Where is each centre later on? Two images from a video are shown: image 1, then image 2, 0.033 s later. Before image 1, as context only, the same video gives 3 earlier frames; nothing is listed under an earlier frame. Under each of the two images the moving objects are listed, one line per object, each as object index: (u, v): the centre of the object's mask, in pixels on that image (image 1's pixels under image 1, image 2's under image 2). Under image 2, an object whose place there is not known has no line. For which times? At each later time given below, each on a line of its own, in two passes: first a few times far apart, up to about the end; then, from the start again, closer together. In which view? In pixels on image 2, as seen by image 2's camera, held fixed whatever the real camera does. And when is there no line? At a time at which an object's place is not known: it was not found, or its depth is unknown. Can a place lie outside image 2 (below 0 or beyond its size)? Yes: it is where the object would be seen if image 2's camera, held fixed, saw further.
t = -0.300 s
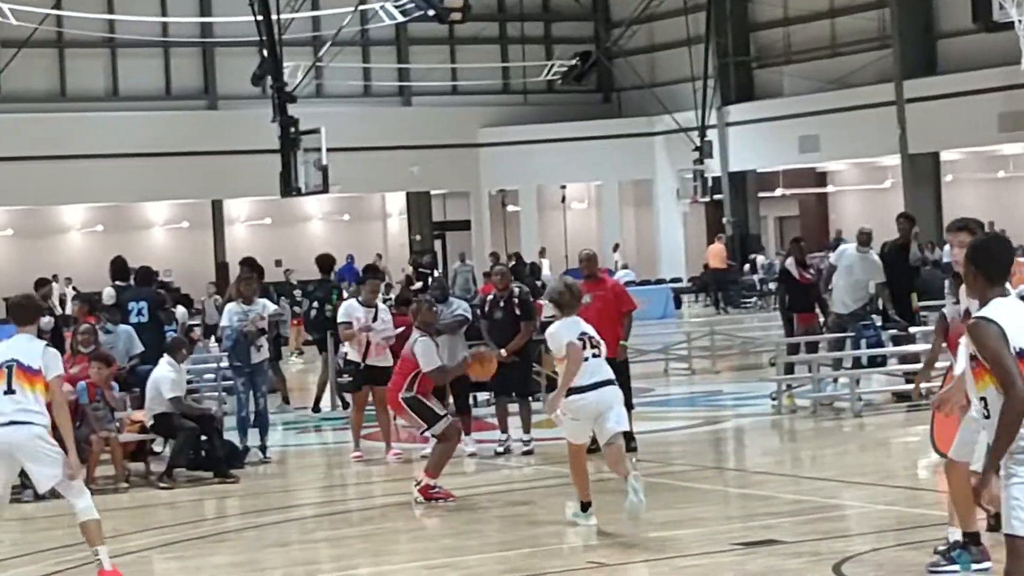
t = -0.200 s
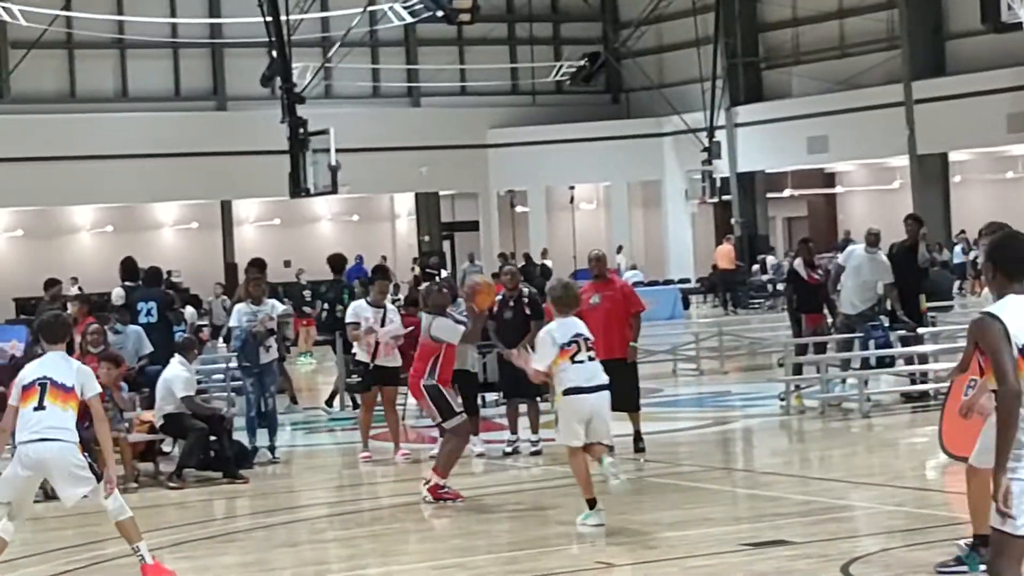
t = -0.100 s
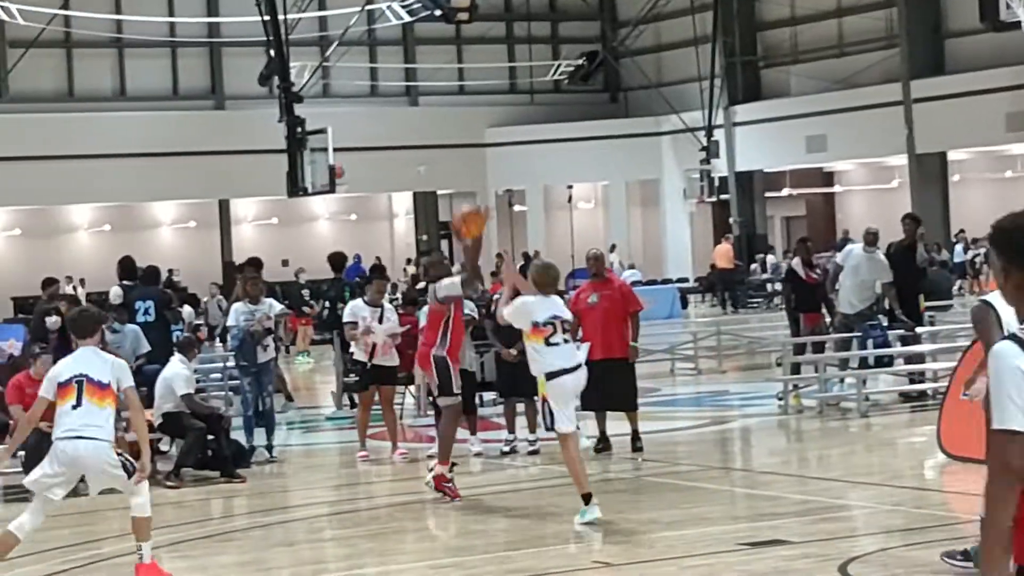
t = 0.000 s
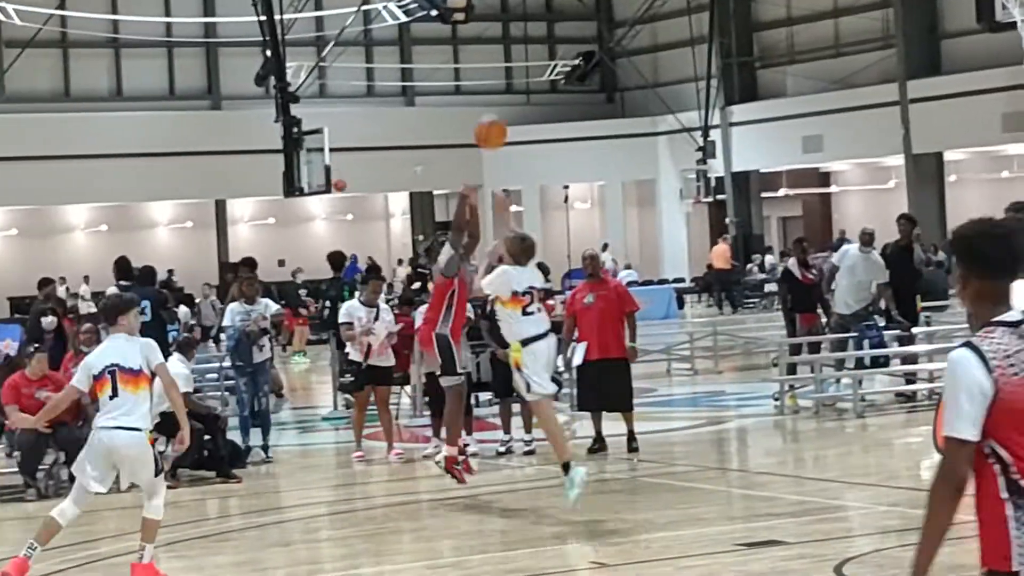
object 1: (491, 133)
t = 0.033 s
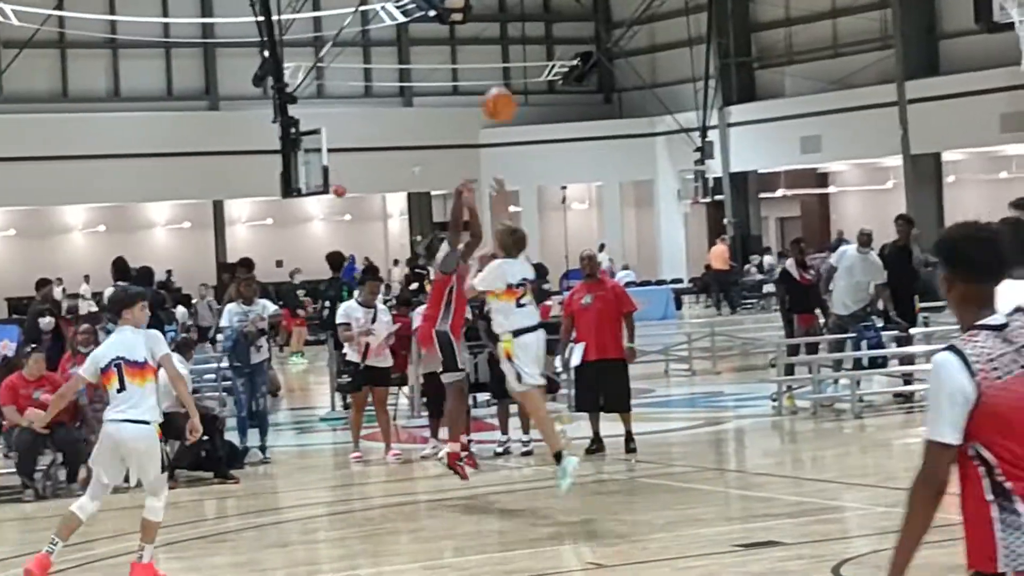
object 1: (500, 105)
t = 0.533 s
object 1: (690, -166)
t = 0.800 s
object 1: (829, -172)
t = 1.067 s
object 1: (1000, -46)
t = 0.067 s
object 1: (511, 78)
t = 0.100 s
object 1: (522, 52)
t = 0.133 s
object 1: (534, 28)
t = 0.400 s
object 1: (634, -112)
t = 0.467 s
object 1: (662, -144)
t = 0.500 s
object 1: (676, -155)
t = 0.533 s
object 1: (690, -166)
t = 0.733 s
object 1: (789, -184)
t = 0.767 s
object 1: (808, -178)
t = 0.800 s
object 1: (829, -172)
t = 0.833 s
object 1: (850, -164)
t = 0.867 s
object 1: (869, -155)
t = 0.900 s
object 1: (889, -143)
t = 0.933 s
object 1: (911, -130)
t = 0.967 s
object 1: (933, -113)
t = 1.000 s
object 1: (954, -95)
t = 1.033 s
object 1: (976, -73)
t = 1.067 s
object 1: (1000, -46)
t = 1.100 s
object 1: (1013, -45)
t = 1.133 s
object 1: (1021, -56)
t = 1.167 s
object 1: (1031, -66)
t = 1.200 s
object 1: (1040, -73)
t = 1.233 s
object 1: (1050, -78)
